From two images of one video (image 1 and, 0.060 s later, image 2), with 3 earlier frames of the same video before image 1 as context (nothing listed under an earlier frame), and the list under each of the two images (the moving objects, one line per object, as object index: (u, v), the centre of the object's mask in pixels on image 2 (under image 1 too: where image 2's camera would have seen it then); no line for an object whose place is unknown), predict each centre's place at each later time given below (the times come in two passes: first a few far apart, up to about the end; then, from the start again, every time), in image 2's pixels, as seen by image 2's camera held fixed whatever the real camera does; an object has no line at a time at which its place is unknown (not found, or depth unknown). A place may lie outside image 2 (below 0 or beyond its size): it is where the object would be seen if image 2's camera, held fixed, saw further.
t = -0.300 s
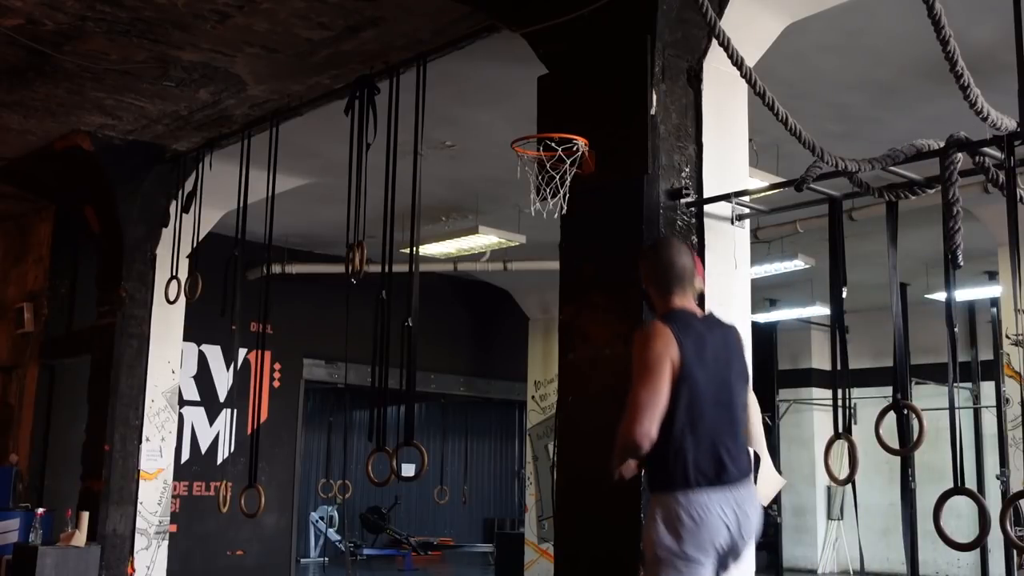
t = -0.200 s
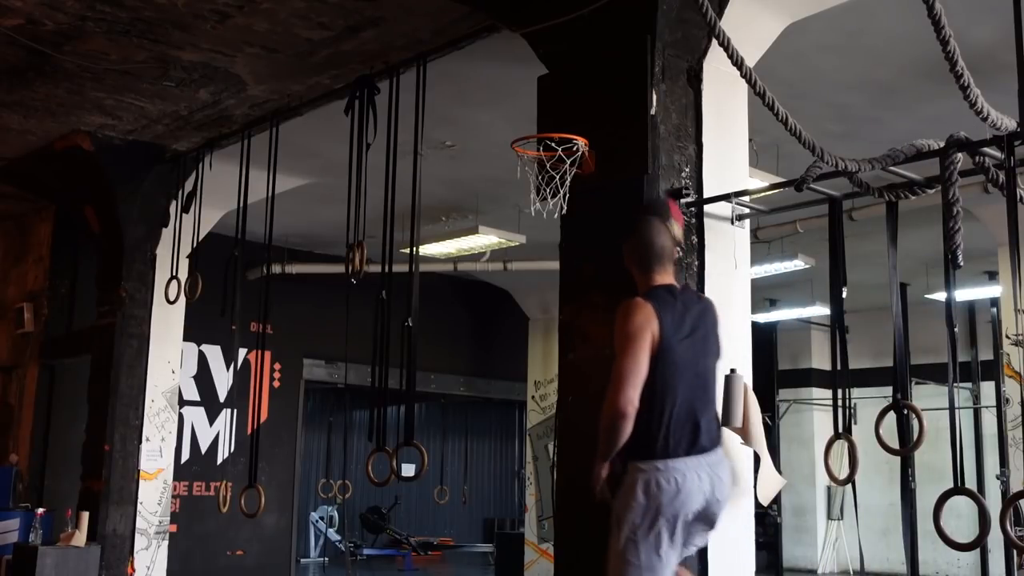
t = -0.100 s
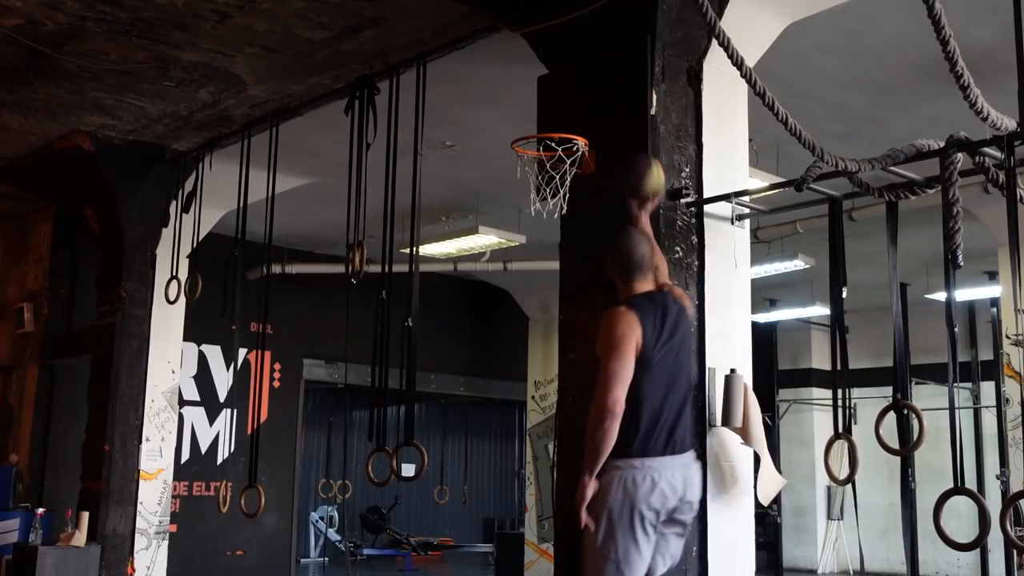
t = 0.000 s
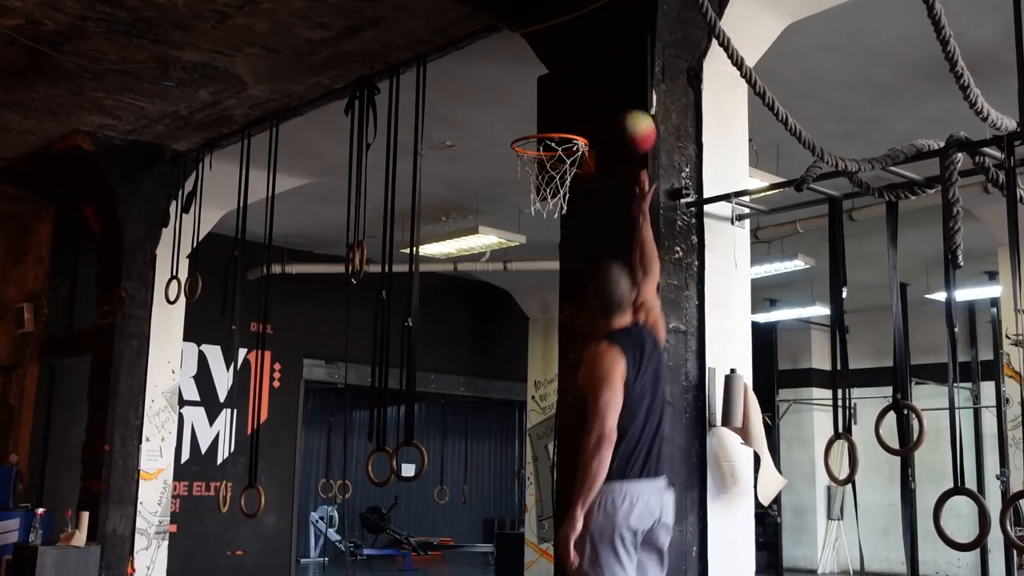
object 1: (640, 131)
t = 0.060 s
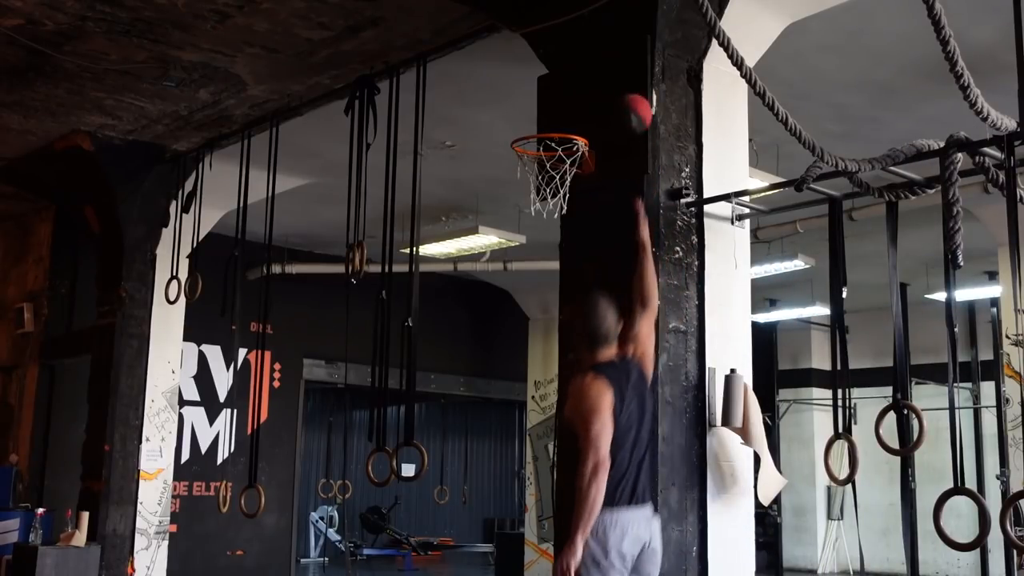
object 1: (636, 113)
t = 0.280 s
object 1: (609, 103)
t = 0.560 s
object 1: (533, 172)
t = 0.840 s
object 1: (526, 227)
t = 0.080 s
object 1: (635, 110)
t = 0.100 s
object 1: (634, 107)
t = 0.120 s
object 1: (632, 105)
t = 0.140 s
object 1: (627, 104)
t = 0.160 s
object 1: (626, 104)
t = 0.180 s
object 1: (624, 105)
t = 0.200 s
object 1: (624, 105)
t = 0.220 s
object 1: (625, 106)
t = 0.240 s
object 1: (621, 105)
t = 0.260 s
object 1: (614, 104)
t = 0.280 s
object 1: (609, 103)
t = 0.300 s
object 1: (602, 103)
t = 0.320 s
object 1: (596, 105)
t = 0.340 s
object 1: (590, 107)
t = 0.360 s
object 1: (584, 109)
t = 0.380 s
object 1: (577, 115)
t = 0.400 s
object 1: (573, 117)
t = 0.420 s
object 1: (570, 119)
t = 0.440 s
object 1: (564, 122)
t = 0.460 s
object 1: (561, 125)
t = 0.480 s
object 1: (552, 127)
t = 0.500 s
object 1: (538, 144)
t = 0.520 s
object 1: (543, 157)
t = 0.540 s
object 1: (539, 165)
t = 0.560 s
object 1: (533, 172)
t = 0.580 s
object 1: (532, 174)
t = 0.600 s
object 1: (531, 175)
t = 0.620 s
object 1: (530, 175)
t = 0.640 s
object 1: (528, 177)
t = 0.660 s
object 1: (528, 178)
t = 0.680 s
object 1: (528, 180)
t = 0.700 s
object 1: (527, 184)
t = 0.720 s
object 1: (527, 187)
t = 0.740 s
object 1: (527, 192)
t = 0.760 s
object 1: (526, 198)
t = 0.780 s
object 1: (526, 205)
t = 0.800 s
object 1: (526, 212)
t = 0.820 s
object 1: (526, 219)
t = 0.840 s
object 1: (526, 227)
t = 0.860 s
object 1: (525, 237)
